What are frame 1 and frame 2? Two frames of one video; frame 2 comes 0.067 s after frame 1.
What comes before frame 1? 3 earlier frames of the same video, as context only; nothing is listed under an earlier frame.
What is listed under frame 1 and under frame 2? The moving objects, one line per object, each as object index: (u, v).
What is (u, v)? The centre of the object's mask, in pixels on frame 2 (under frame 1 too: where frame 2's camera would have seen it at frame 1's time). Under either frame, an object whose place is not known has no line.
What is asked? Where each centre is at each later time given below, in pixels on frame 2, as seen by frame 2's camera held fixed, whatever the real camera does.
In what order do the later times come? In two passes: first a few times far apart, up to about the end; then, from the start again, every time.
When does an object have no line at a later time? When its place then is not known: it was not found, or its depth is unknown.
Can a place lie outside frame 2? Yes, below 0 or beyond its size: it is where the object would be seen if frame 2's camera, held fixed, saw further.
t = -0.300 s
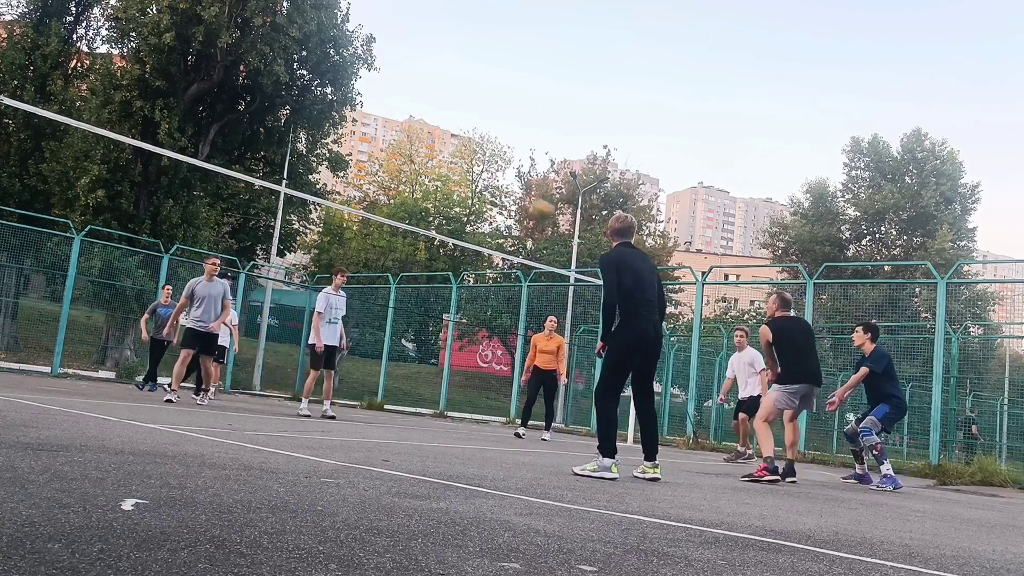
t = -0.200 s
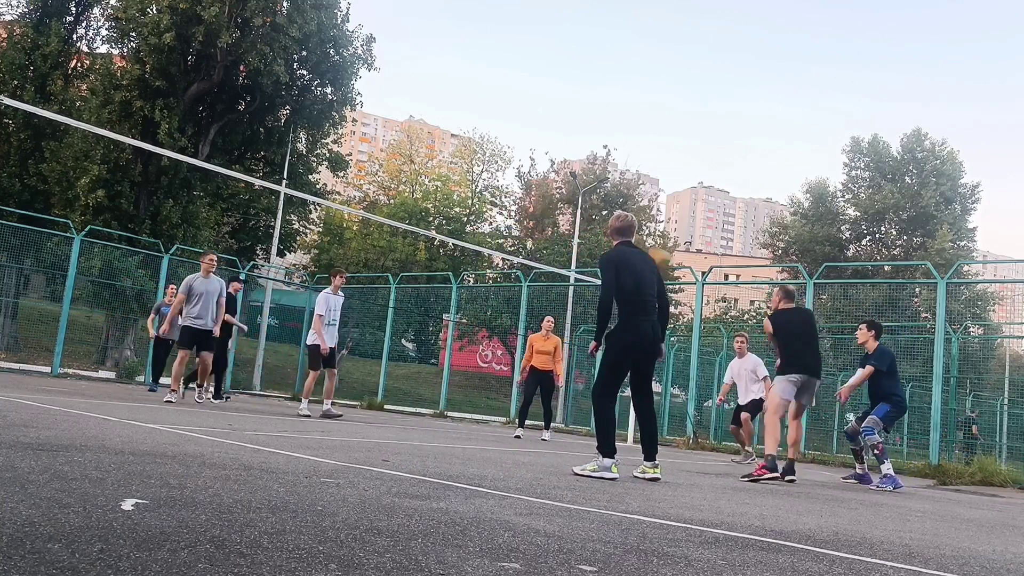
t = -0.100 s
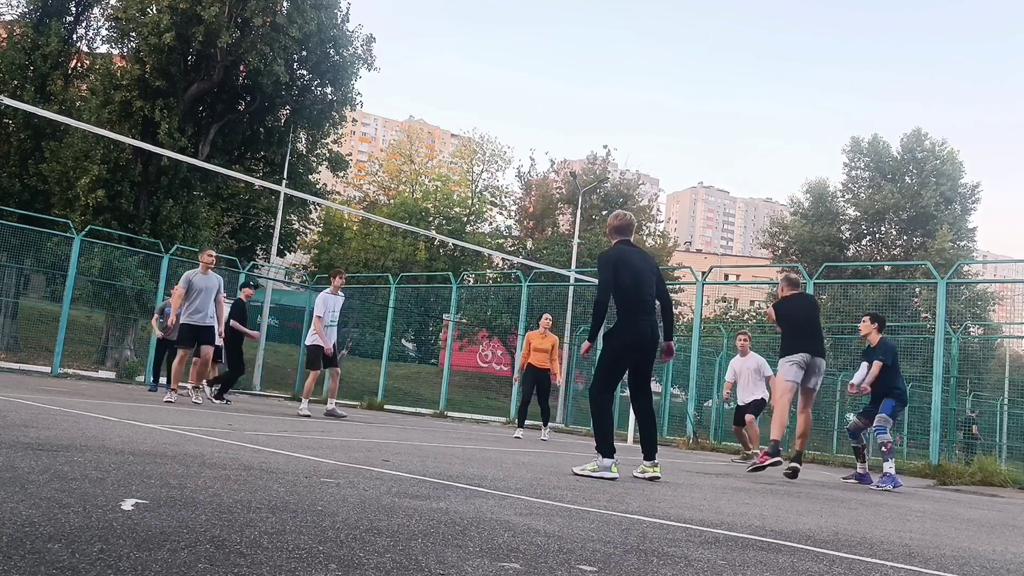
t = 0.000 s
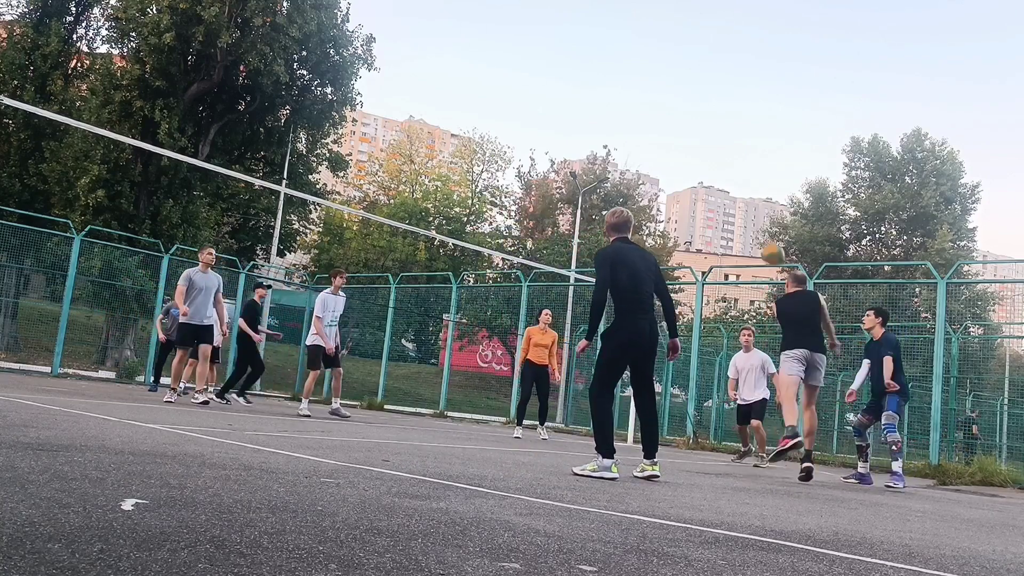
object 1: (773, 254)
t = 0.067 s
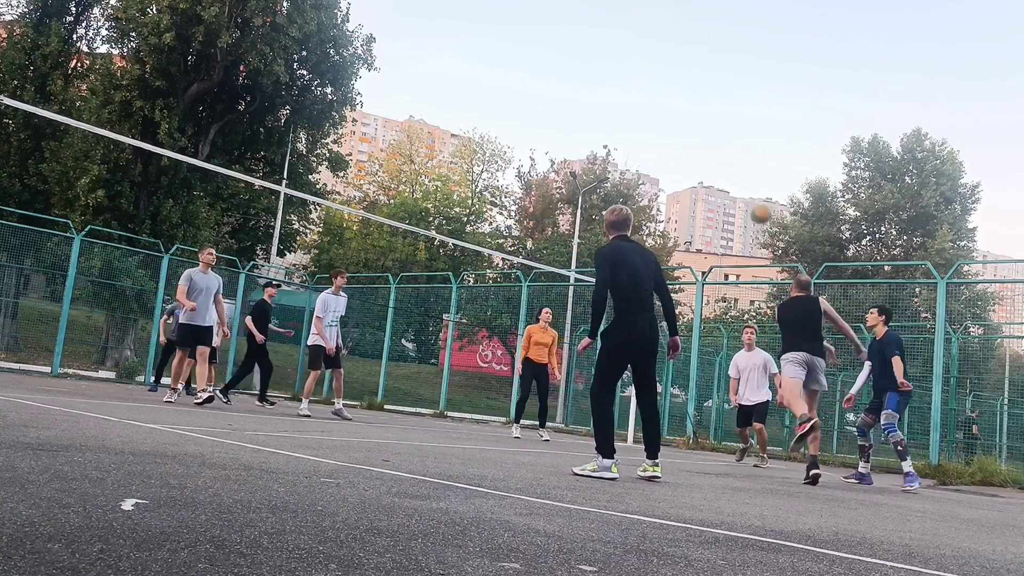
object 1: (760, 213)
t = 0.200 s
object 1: (738, 148)
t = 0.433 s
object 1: (699, 80)
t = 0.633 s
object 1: (663, 63)
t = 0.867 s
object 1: (619, 88)
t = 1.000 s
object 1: (593, 124)
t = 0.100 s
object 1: (755, 196)
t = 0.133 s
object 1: (750, 179)
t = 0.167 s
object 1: (744, 163)
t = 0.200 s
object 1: (738, 148)
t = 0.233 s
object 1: (733, 135)
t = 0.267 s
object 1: (727, 123)
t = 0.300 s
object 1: (722, 112)
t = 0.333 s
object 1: (716, 103)
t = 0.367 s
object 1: (710, 94)
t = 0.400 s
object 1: (704, 87)
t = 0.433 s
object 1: (699, 80)
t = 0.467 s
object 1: (693, 75)
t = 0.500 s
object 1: (687, 70)
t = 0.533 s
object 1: (681, 67)
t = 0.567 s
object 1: (675, 64)
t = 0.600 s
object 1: (669, 63)
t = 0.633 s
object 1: (663, 63)
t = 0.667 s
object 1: (657, 63)
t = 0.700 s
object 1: (651, 65)
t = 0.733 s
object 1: (645, 68)
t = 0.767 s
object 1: (639, 71)
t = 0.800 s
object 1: (632, 76)
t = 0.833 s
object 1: (626, 81)
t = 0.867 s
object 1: (619, 88)
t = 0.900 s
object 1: (613, 95)
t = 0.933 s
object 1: (606, 104)
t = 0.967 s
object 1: (600, 114)
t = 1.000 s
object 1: (593, 124)
